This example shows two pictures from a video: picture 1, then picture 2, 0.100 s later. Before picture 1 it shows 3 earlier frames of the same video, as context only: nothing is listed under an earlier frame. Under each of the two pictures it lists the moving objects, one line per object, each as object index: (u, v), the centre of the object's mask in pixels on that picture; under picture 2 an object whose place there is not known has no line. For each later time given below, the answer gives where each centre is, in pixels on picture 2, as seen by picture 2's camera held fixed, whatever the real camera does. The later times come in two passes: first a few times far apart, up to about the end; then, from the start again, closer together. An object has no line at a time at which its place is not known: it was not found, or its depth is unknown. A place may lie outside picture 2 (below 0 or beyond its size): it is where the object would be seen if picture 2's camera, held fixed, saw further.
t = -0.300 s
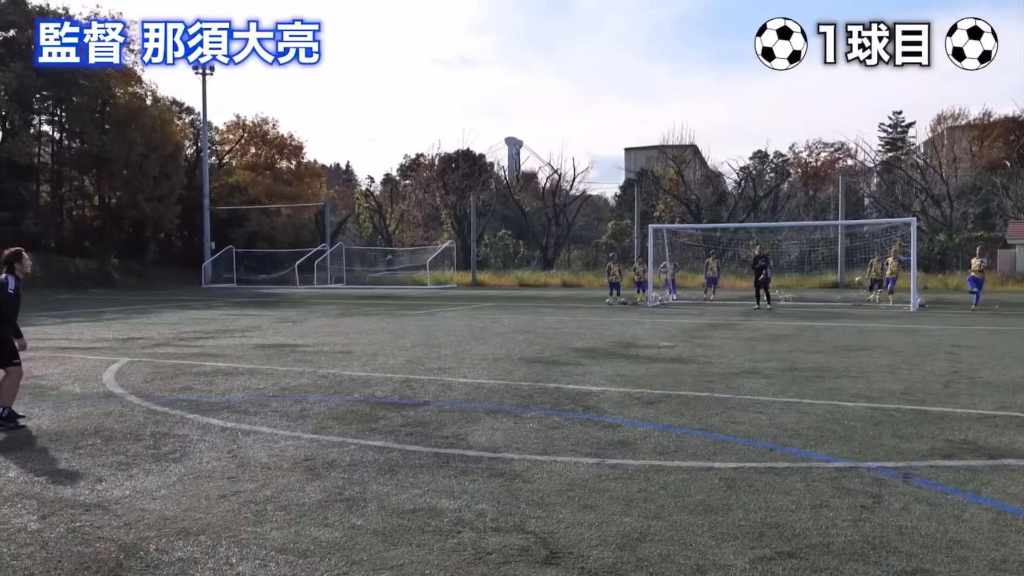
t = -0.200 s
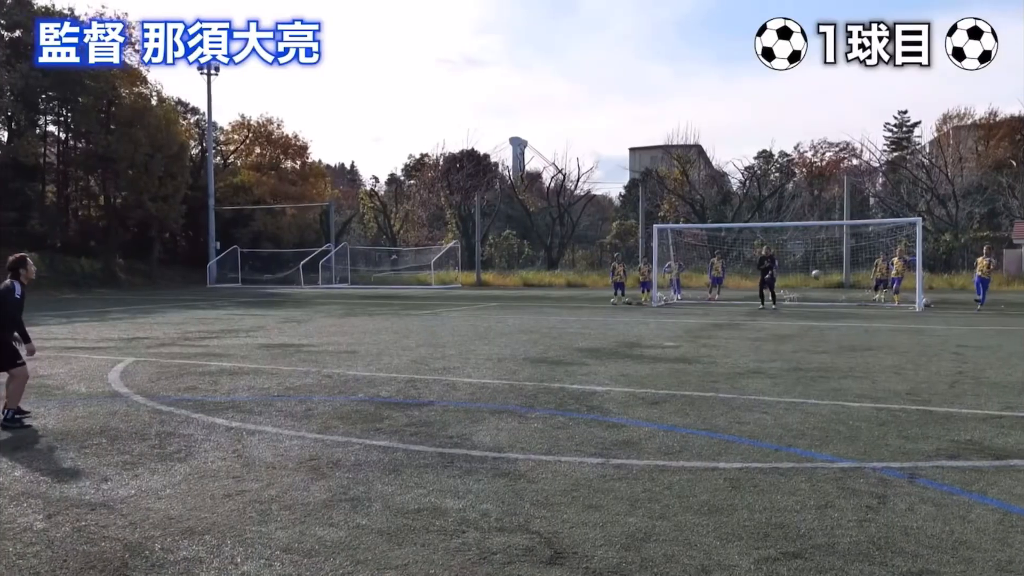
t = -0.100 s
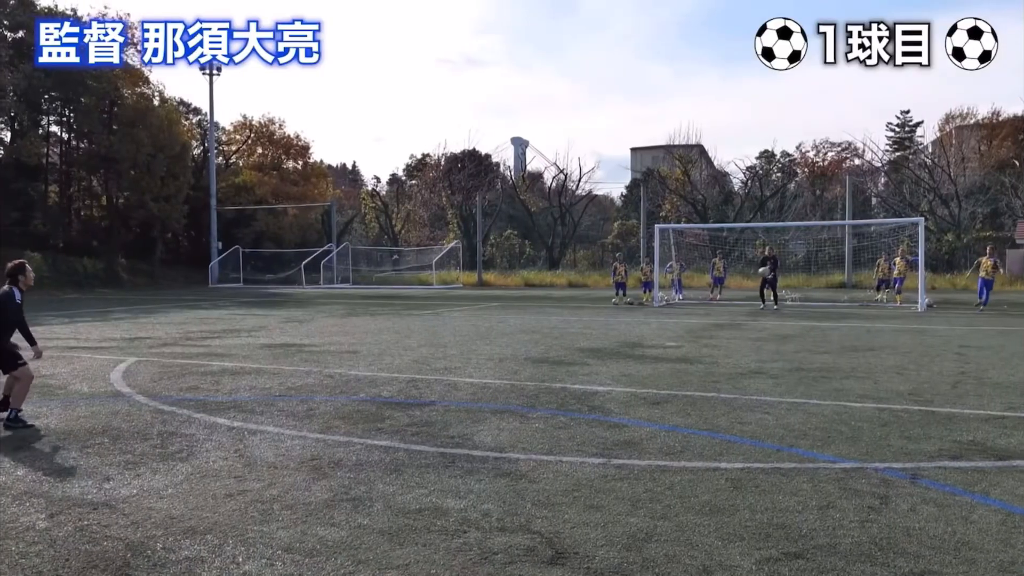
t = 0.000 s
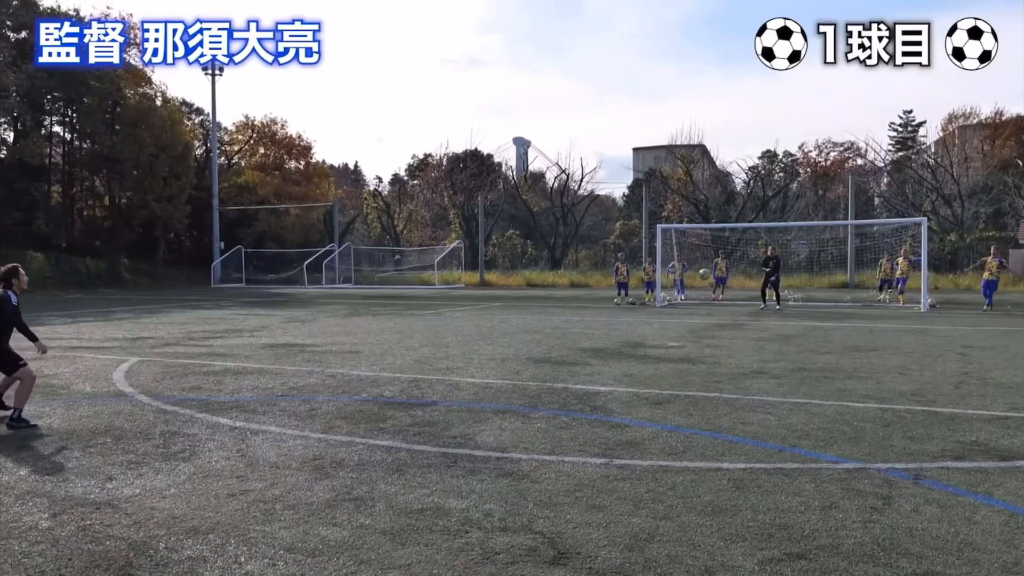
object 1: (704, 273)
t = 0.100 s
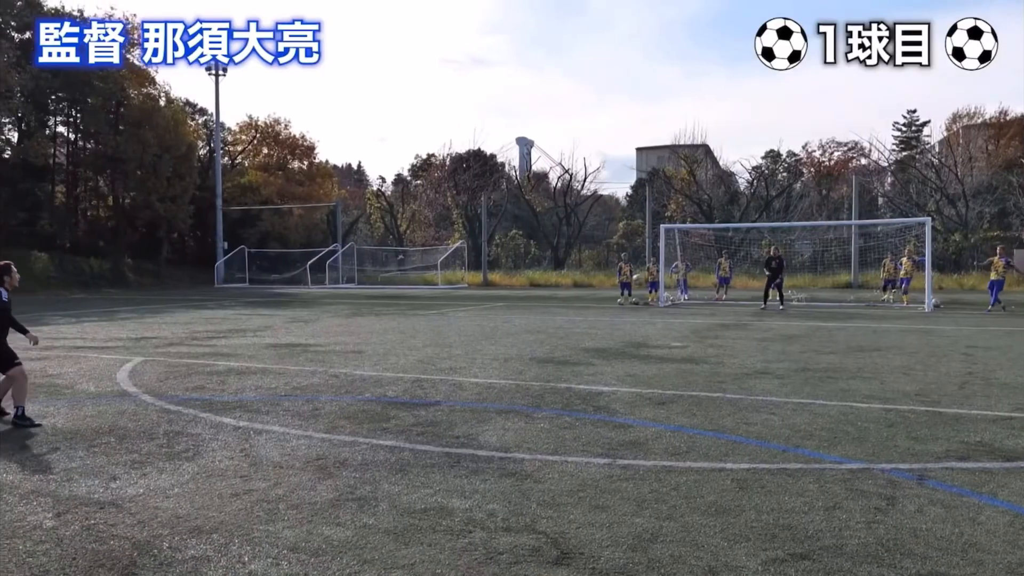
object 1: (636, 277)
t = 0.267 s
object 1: (502, 304)
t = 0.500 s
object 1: (270, 357)
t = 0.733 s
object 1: (59, 334)
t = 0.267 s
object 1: (502, 304)
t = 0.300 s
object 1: (471, 312)
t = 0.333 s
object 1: (439, 321)
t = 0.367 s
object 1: (405, 332)
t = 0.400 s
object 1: (369, 343)
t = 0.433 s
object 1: (332, 356)
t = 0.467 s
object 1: (298, 364)
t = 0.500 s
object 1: (270, 357)
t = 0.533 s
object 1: (243, 351)
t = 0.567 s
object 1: (214, 346)
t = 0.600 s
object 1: (185, 342)
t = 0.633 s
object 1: (155, 339)
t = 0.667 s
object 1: (124, 336)
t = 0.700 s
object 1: (92, 335)
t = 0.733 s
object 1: (59, 334)
